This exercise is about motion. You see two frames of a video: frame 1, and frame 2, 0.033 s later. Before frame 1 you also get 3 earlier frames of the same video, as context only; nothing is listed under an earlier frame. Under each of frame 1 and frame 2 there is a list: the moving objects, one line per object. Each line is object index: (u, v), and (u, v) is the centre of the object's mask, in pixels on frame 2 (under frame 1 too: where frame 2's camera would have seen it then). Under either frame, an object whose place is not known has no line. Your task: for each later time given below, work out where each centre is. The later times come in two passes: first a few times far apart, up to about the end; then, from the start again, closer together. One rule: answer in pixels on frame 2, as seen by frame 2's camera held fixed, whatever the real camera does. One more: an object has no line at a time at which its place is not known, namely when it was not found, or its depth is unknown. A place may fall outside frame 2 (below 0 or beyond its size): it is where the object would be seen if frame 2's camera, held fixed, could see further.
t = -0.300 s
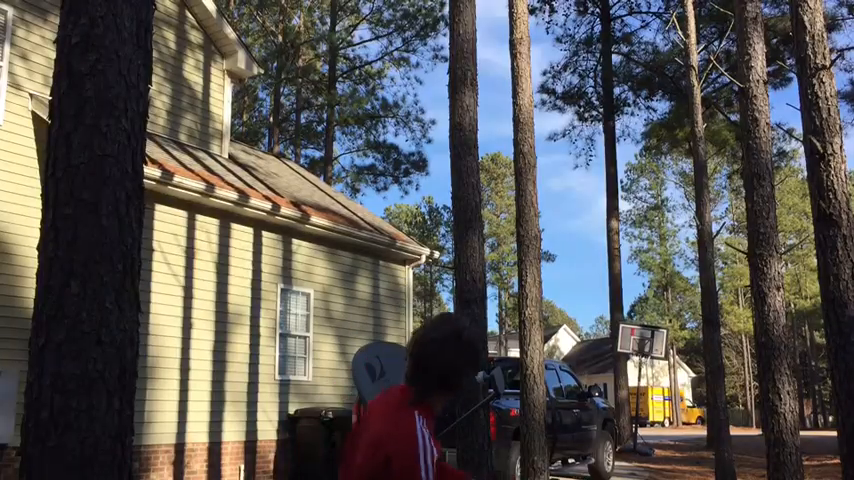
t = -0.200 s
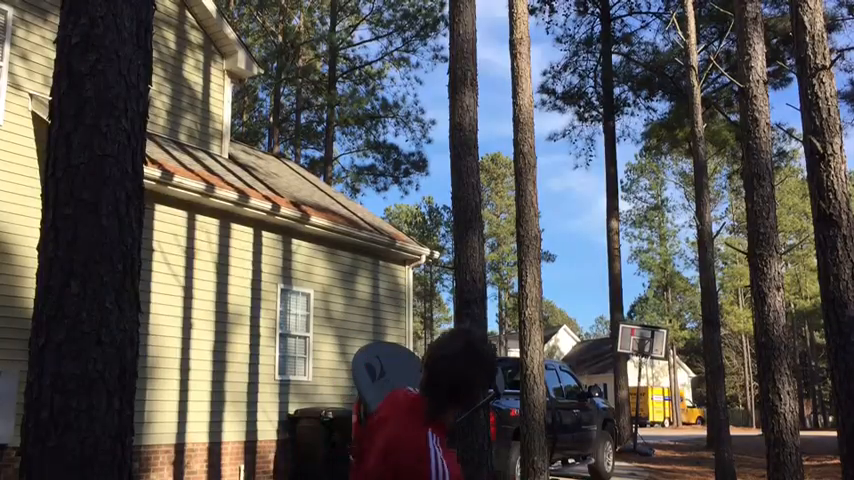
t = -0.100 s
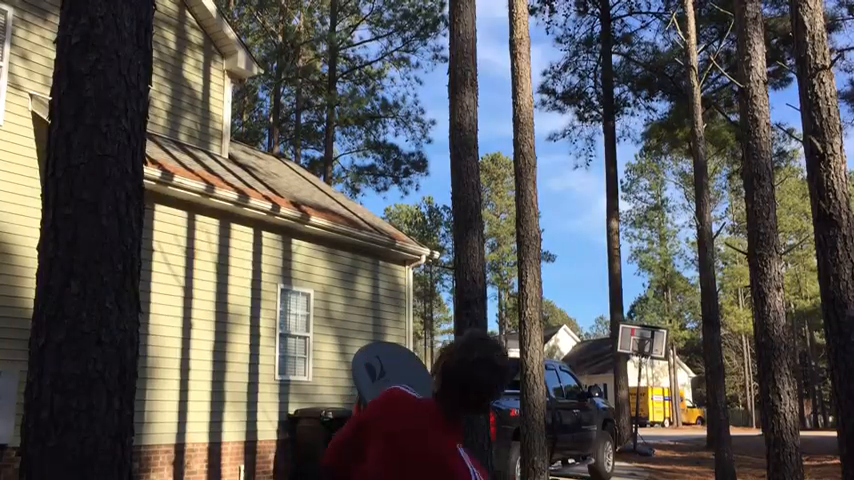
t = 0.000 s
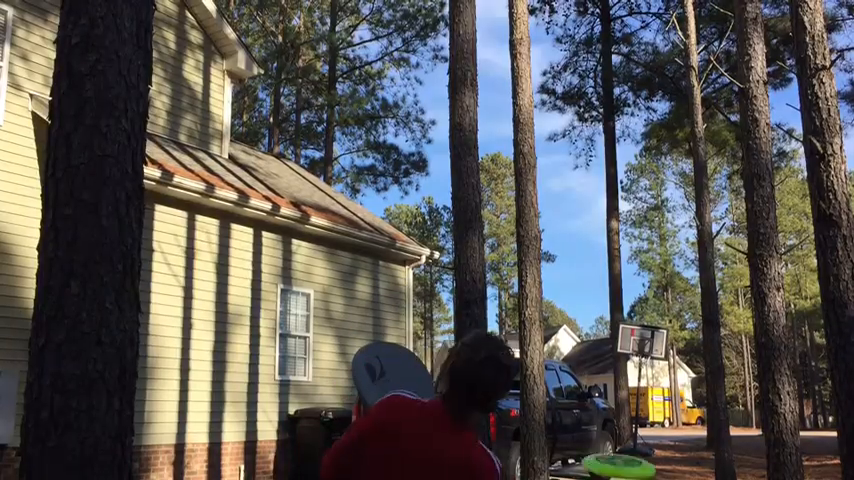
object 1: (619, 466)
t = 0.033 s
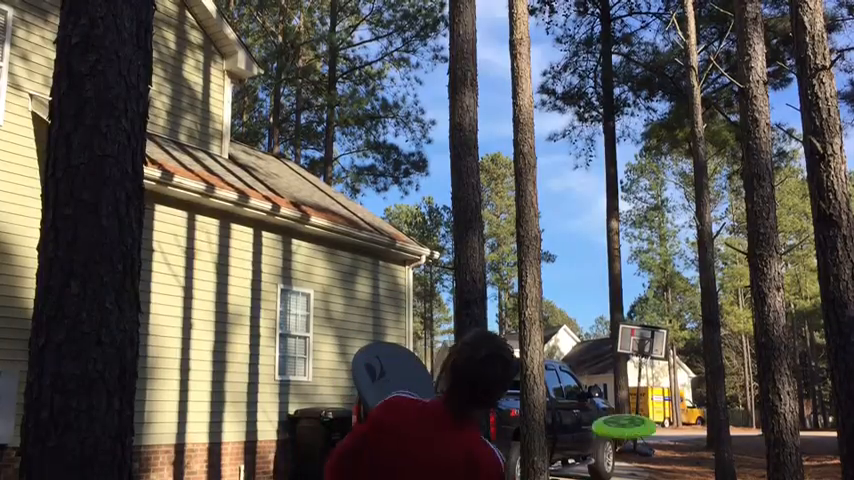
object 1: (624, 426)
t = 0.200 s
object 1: (642, 329)
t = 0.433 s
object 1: (660, 293)
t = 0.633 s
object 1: (656, 289)
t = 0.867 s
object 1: (655, 292)
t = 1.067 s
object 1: (656, 298)
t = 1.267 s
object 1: (655, 310)
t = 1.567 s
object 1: (650, 327)
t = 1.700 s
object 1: (647, 335)
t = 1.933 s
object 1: (643, 351)
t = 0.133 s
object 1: (636, 355)
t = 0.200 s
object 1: (642, 329)
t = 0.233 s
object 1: (646, 320)
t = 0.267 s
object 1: (646, 313)
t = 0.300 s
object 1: (647, 308)
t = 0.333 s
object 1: (650, 303)
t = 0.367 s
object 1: (652, 300)
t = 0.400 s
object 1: (654, 297)
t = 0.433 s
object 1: (660, 293)
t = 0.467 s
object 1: (656, 292)
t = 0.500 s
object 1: (656, 290)
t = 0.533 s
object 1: (656, 290)
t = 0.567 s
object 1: (655, 290)
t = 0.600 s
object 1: (656, 289)
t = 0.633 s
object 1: (656, 289)
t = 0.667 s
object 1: (656, 289)
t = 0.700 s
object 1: (656, 289)
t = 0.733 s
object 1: (655, 290)
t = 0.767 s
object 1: (655, 290)
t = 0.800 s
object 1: (656, 291)
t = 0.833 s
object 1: (655, 291)
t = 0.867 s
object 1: (655, 292)
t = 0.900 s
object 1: (655, 293)
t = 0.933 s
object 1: (655, 294)
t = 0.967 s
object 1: (655, 294)
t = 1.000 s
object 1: (655, 294)
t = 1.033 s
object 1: (655, 295)
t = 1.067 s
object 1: (656, 298)
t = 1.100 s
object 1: (657, 298)
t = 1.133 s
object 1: (655, 297)
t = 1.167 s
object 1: (655, 297)
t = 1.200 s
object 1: (655, 306)
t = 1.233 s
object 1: (654, 308)
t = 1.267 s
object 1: (655, 310)
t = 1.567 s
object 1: (650, 327)
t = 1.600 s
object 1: (649, 328)
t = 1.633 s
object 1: (648, 330)
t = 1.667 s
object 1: (648, 332)
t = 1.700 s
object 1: (647, 335)
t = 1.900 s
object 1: (644, 347)
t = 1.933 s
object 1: (643, 351)
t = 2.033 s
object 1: (640, 353)
